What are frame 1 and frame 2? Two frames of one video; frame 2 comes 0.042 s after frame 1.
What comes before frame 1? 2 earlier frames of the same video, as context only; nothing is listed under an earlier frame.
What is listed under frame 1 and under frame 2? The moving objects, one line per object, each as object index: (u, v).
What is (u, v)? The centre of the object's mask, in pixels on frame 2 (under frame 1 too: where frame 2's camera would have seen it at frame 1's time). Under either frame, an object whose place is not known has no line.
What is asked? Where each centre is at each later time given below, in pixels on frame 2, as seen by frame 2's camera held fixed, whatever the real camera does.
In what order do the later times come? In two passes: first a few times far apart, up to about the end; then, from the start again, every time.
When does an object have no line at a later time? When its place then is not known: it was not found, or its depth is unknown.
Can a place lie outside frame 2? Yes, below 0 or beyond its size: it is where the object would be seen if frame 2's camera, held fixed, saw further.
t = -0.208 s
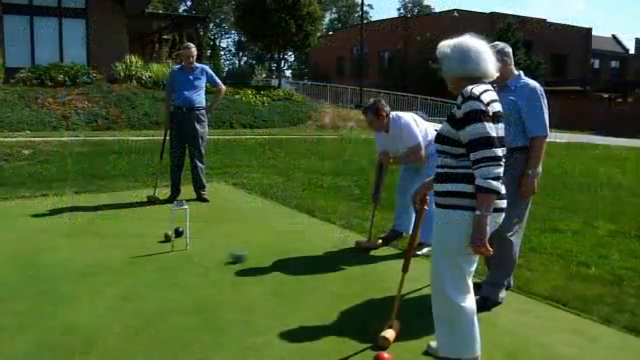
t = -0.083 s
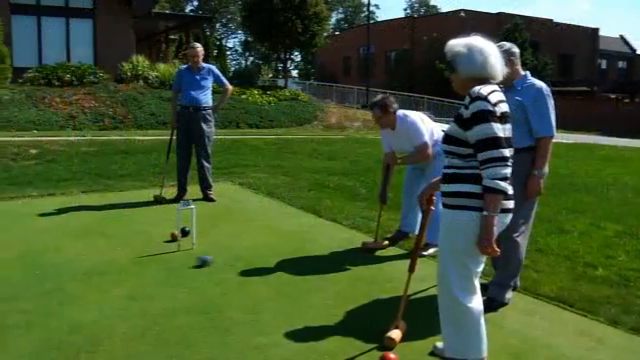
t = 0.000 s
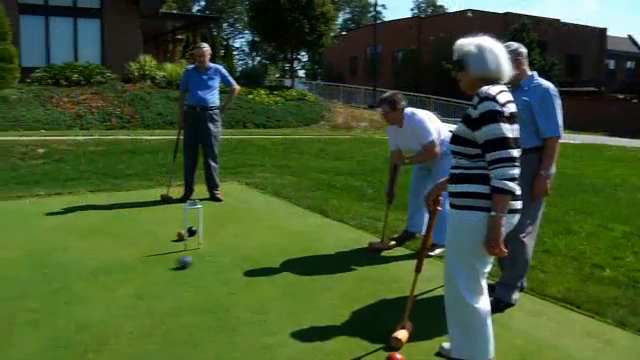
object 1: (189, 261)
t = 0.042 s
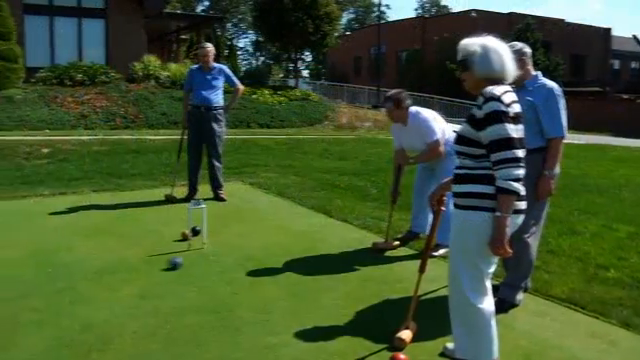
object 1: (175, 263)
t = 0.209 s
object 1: (121, 267)
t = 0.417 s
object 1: (56, 271)
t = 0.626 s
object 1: (-6, 274)
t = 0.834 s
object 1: (-65, 276)
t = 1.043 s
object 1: (-121, 279)
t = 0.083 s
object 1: (161, 264)
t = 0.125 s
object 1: (148, 265)
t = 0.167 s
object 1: (134, 266)
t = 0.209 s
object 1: (121, 267)
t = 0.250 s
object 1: (108, 268)
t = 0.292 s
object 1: (95, 269)
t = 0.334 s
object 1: (82, 269)
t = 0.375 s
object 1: (70, 270)
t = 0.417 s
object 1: (56, 271)
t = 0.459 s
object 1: (44, 272)
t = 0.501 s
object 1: (32, 272)
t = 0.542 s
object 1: (19, 273)
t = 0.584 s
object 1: (7, 274)
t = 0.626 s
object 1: (-6, 274)
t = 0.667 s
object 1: (-17, 275)
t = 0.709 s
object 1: (-29, 275)
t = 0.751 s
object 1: (-41, 276)
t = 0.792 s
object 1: (-53, 276)
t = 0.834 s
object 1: (-65, 276)
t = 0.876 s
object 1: (-76, 277)
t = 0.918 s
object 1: (-88, 278)
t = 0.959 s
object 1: (-100, 278)
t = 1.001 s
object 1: (-109, 279)
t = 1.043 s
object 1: (-121, 279)
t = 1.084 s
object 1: (-131, 279)
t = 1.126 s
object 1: (-141, 280)
